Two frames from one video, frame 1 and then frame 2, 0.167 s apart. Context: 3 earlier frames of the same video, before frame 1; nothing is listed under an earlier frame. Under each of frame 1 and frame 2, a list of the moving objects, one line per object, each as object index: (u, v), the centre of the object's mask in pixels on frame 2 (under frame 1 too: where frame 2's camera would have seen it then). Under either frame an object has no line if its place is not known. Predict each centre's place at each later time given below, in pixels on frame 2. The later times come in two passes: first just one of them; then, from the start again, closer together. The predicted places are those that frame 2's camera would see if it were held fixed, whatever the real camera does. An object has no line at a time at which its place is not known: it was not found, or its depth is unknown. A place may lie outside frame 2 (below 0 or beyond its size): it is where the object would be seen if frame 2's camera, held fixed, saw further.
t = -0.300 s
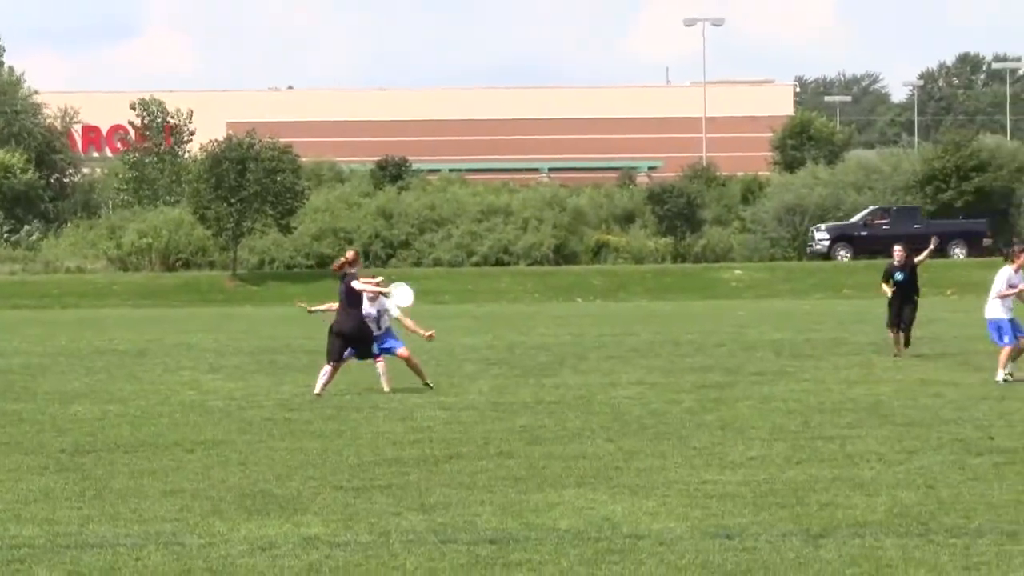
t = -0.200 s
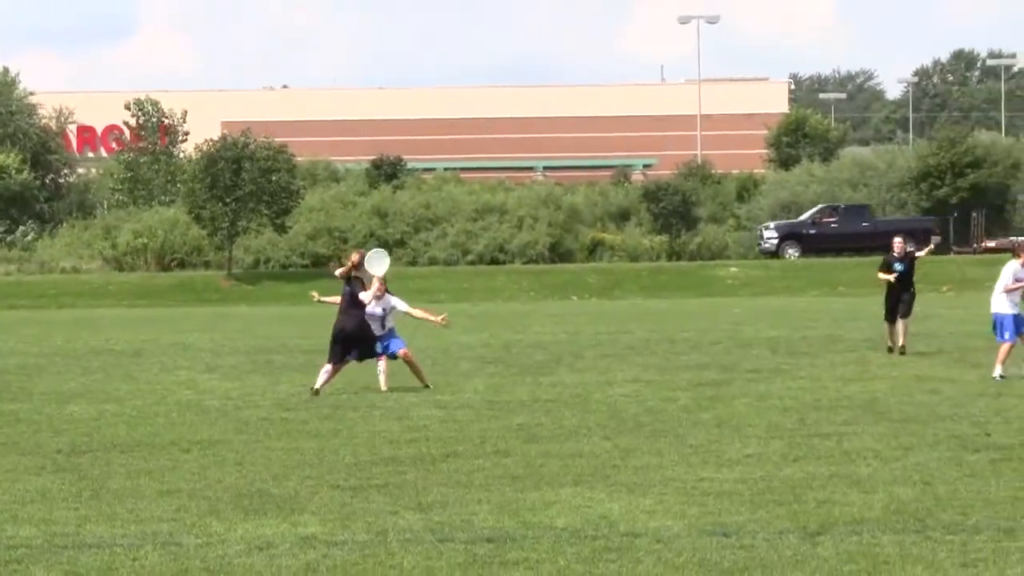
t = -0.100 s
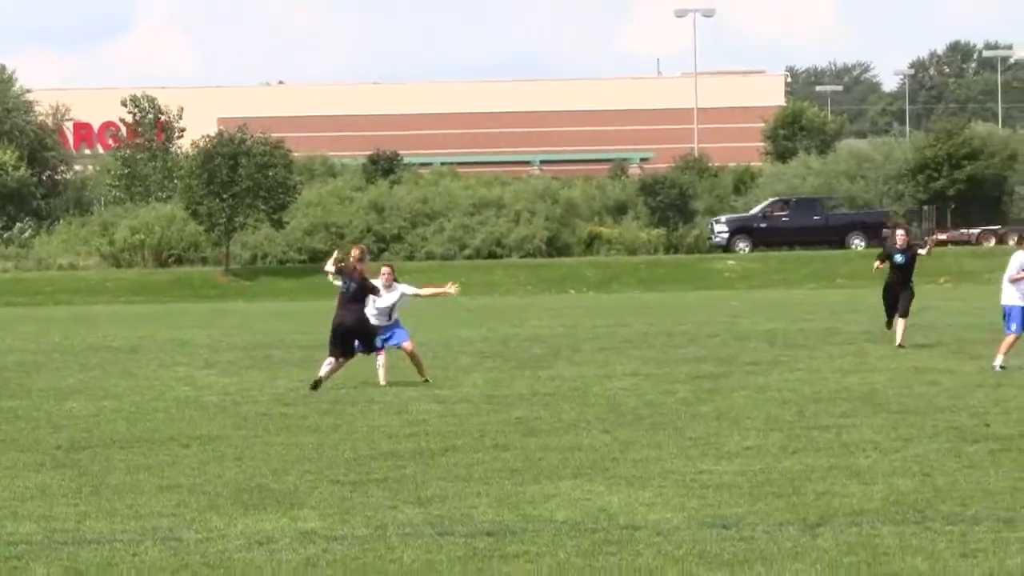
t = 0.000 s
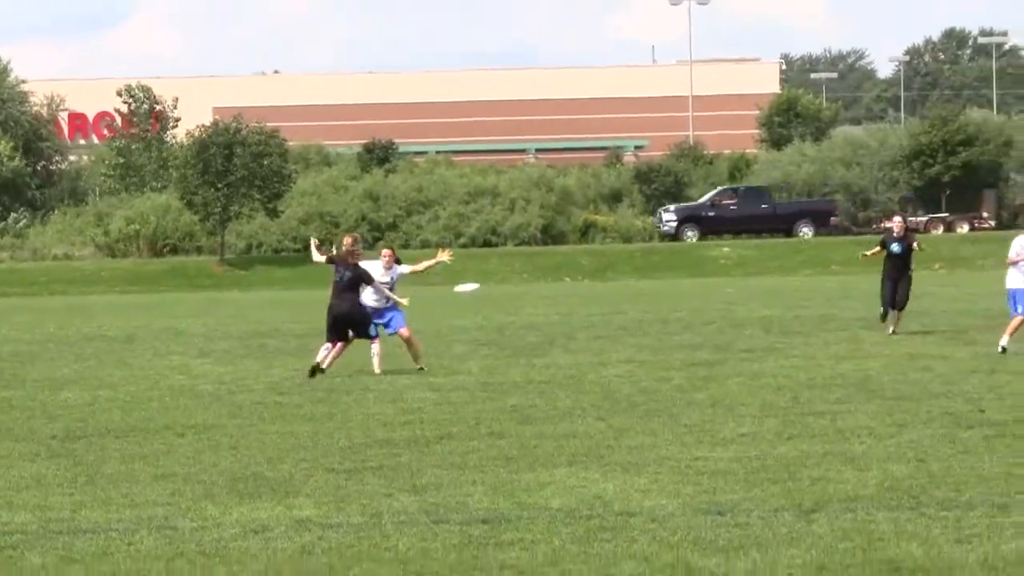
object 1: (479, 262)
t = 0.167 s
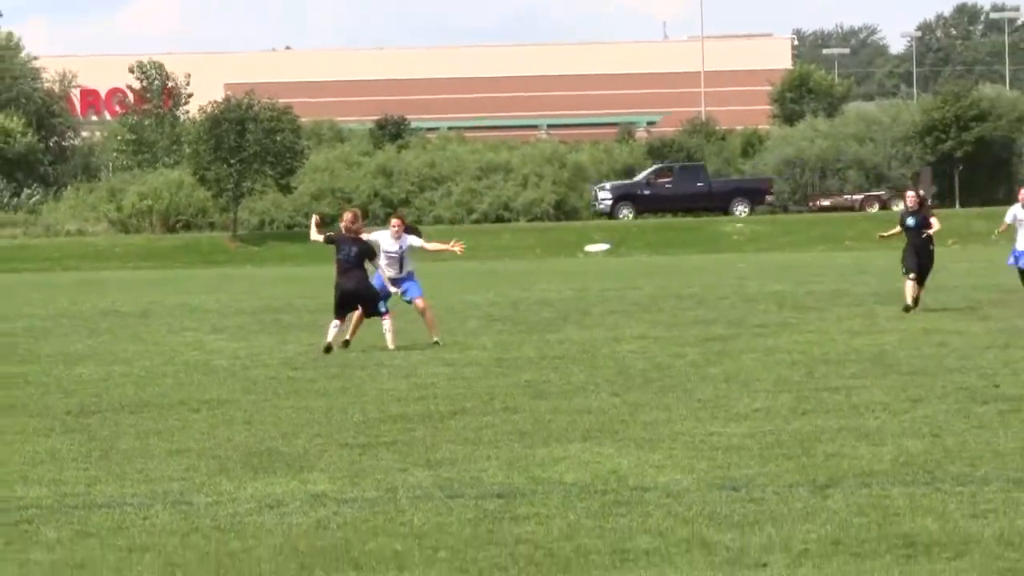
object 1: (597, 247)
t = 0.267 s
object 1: (661, 239)
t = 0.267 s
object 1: (661, 239)
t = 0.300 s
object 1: (681, 237)
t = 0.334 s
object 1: (702, 235)
